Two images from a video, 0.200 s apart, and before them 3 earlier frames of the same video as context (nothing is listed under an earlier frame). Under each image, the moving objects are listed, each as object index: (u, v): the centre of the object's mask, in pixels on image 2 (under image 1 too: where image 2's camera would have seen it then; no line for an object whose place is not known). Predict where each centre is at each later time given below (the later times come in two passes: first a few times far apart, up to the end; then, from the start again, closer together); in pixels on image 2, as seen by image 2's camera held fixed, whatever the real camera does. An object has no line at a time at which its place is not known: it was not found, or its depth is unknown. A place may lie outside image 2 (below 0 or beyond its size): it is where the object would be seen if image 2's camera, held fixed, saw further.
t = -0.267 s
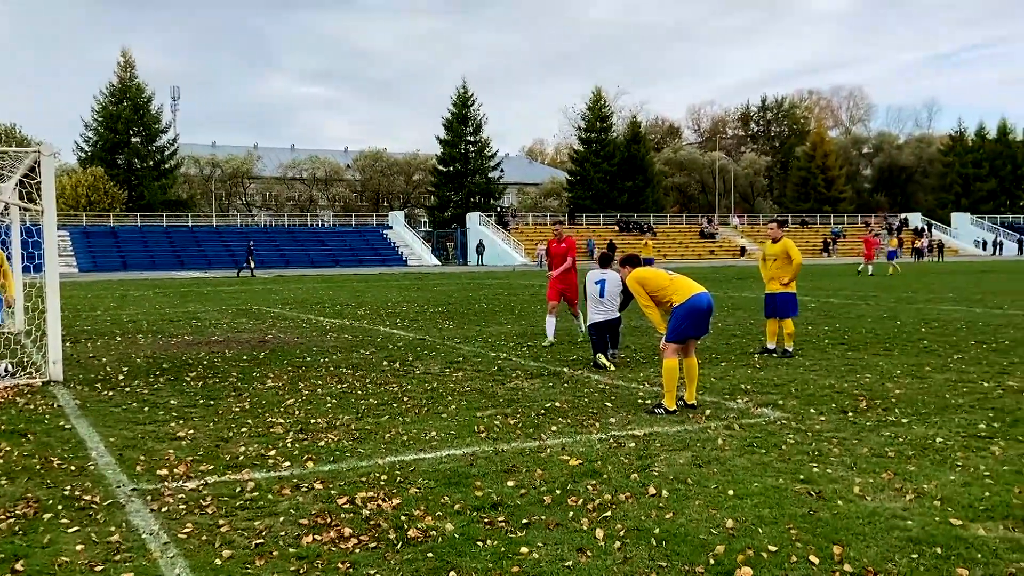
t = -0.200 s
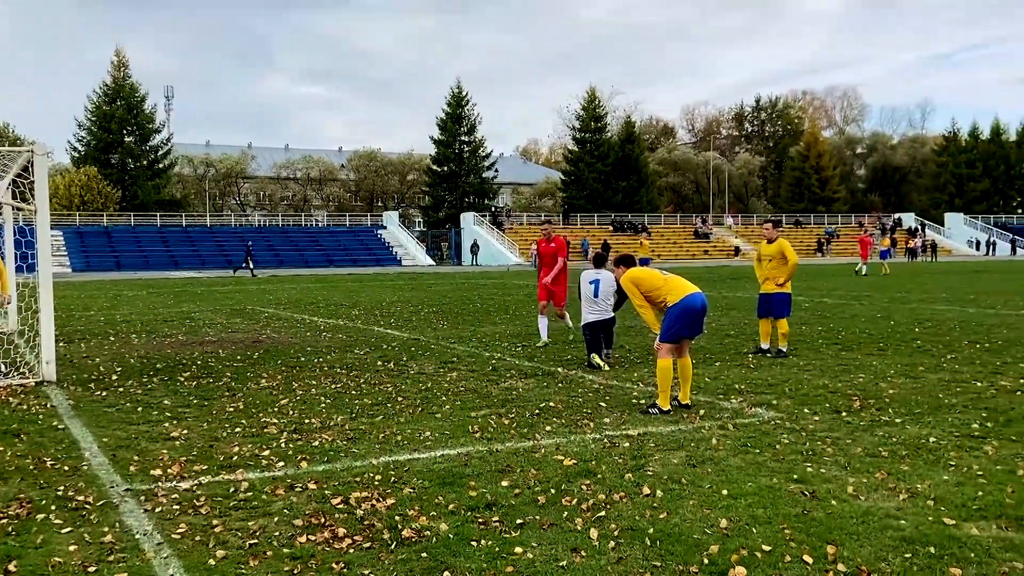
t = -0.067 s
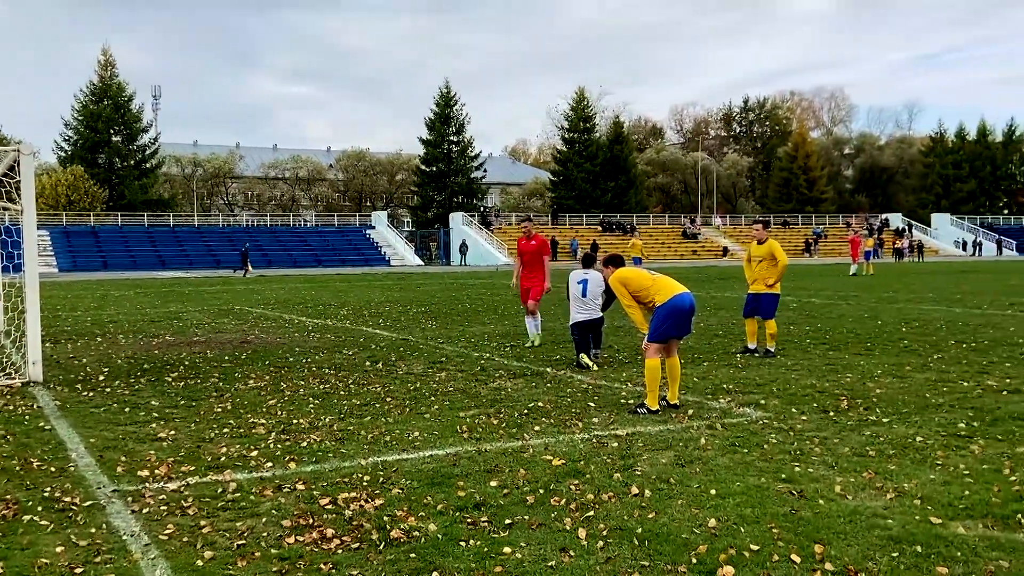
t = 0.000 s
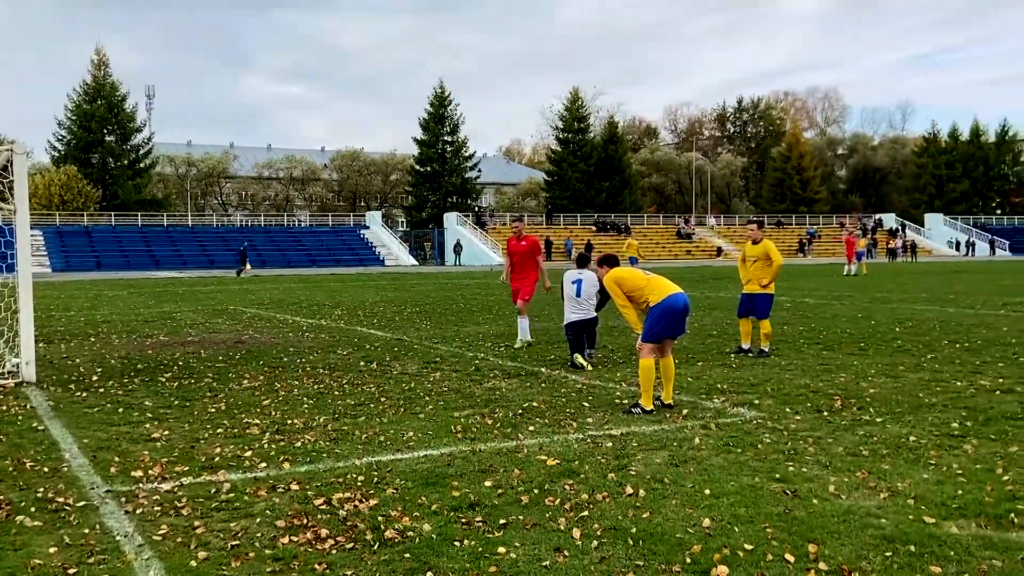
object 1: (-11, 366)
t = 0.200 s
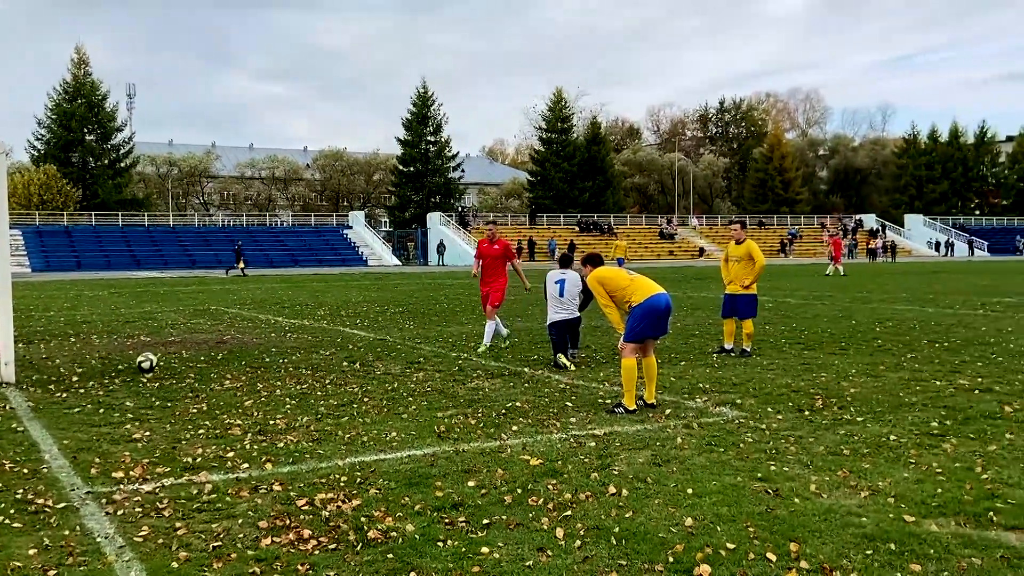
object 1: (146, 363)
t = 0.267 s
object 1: (192, 362)
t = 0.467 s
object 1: (299, 358)
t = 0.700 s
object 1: (401, 358)
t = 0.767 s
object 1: (429, 357)
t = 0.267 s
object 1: (192, 362)
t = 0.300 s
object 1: (211, 360)
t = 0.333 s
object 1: (232, 361)
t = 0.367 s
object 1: (250, 361)
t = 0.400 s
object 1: (268, 362)
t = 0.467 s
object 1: (299, 358)
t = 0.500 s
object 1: (314, 357)
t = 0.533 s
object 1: (329, 357)
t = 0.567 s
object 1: (344, 358)
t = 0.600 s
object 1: (358, 360)
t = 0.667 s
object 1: (387, 358)
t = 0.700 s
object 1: (401, 358)
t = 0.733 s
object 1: (415, 358)
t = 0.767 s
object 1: (429, 357)
